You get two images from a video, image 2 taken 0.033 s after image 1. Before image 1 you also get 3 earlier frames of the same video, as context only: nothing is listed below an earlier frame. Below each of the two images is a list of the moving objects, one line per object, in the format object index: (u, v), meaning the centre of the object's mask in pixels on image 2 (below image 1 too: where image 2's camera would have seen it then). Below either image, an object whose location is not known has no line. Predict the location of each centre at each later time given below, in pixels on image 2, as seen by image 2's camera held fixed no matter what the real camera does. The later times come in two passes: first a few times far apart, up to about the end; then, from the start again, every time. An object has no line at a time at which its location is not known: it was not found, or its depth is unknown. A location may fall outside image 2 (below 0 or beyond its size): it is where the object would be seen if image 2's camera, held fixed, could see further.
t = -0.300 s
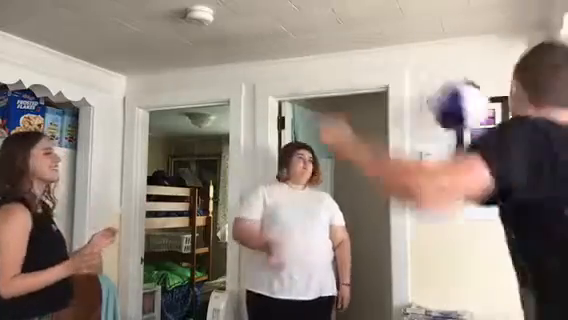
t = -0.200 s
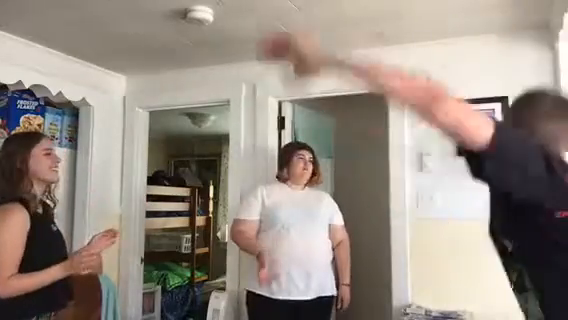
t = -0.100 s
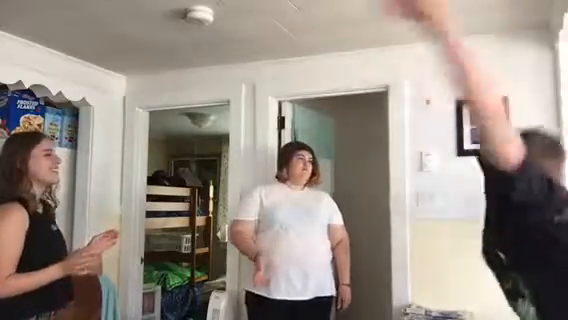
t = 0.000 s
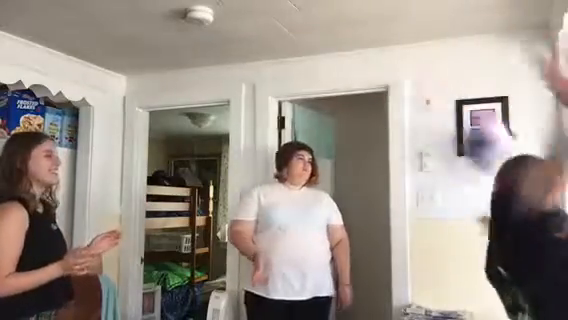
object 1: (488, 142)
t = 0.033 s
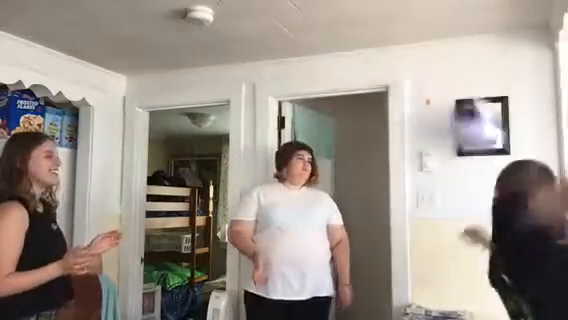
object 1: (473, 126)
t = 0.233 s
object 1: (412, 61)
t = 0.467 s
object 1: (352, 61)
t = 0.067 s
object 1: (456, 108)
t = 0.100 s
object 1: (447, 95)
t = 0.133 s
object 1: (437, 85)
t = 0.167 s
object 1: (429, 76)
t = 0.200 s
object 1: (420, 70)
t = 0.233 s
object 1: (412, 61)
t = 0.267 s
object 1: (403, 58)
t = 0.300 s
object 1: (394, 54)
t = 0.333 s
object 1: (385, 52)
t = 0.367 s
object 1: (377, 51)
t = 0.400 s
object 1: (370, 53)
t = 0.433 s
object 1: (362, 56)
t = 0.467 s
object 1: (352, 61)
